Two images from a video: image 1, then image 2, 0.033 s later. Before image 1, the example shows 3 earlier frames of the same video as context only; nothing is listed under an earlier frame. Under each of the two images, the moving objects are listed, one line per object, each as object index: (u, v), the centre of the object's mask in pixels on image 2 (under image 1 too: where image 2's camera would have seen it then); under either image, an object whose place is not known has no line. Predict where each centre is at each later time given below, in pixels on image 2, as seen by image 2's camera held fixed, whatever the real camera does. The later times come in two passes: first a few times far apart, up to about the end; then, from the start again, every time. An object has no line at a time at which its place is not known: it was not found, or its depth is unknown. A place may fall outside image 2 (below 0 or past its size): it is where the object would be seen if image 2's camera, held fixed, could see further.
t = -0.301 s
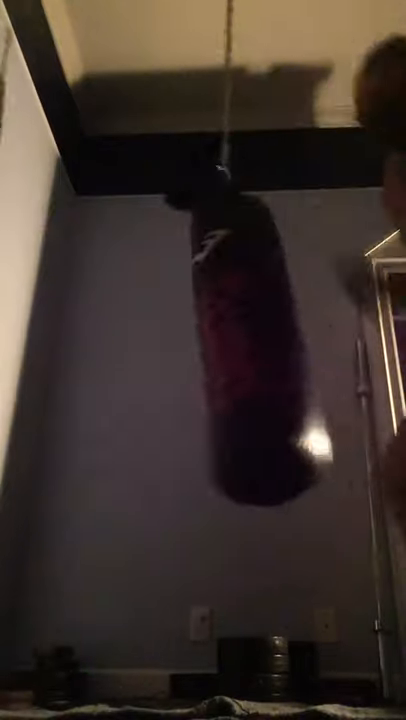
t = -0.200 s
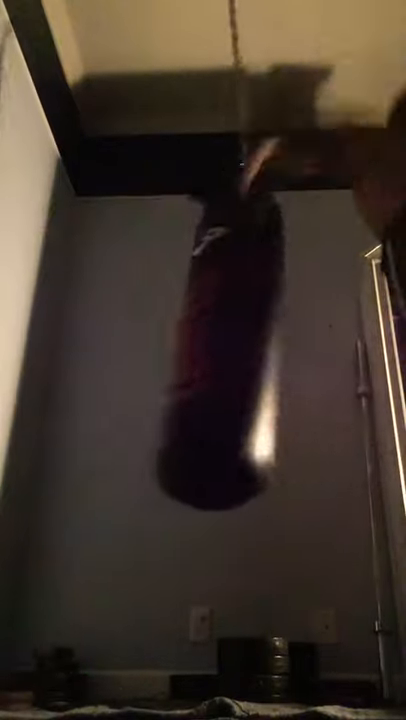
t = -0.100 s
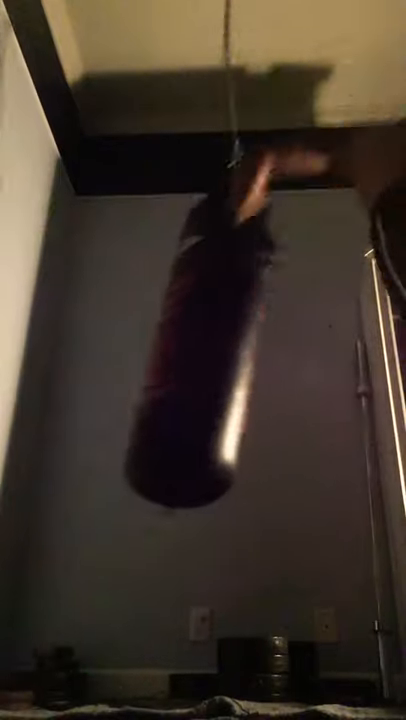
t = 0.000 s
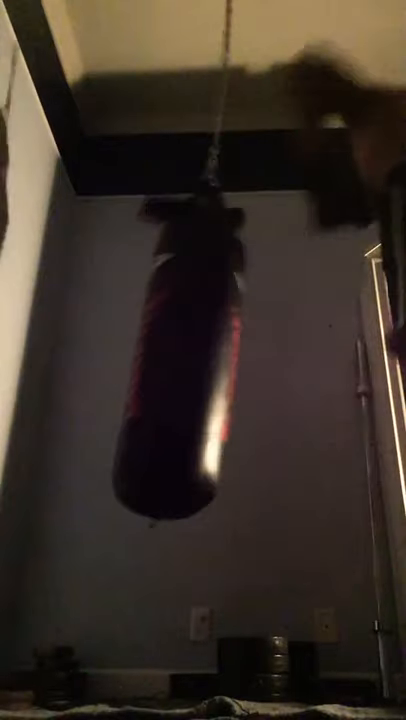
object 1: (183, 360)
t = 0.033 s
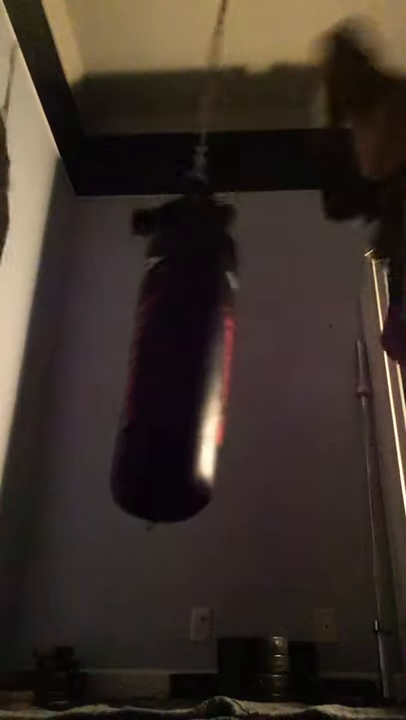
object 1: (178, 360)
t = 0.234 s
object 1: (156, 355)
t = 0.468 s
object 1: (143, 376)
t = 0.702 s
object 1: (151, 372)
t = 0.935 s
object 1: (179, 375)
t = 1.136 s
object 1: (215, 371)
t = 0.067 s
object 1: (173, 360)
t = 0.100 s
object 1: (168, 356)
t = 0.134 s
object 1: (163, 350)
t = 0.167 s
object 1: (161, 352)
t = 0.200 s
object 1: (159, 357)
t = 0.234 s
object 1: (156, 355)
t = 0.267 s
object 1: (154, 359)
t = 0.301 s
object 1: (152, 353)
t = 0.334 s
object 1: (149, 363)
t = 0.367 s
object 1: (147, 367)
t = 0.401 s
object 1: (146, 371)
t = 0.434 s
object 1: (144, 375)
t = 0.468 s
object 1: (143, 376)
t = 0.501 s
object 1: (142, 376)
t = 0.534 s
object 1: (143, 377)
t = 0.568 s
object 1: (143, 377)
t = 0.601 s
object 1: (144, 376)
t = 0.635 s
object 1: (146, 376)
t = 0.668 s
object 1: (148, 374)
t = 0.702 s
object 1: (151, 372)
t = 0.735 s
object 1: (155, 369)
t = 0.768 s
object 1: (158, 368)
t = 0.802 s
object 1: (162, 368)
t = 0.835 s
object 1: (166, 369)
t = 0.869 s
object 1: (170, 371)
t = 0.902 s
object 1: (174, 373)
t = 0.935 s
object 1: (179, 375)
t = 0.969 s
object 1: (183, 377)
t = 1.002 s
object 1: (189, 378)
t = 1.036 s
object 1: (195, 377)
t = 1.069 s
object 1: (201, 375)
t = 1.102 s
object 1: (208, 374)
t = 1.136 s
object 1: (215, 371)
